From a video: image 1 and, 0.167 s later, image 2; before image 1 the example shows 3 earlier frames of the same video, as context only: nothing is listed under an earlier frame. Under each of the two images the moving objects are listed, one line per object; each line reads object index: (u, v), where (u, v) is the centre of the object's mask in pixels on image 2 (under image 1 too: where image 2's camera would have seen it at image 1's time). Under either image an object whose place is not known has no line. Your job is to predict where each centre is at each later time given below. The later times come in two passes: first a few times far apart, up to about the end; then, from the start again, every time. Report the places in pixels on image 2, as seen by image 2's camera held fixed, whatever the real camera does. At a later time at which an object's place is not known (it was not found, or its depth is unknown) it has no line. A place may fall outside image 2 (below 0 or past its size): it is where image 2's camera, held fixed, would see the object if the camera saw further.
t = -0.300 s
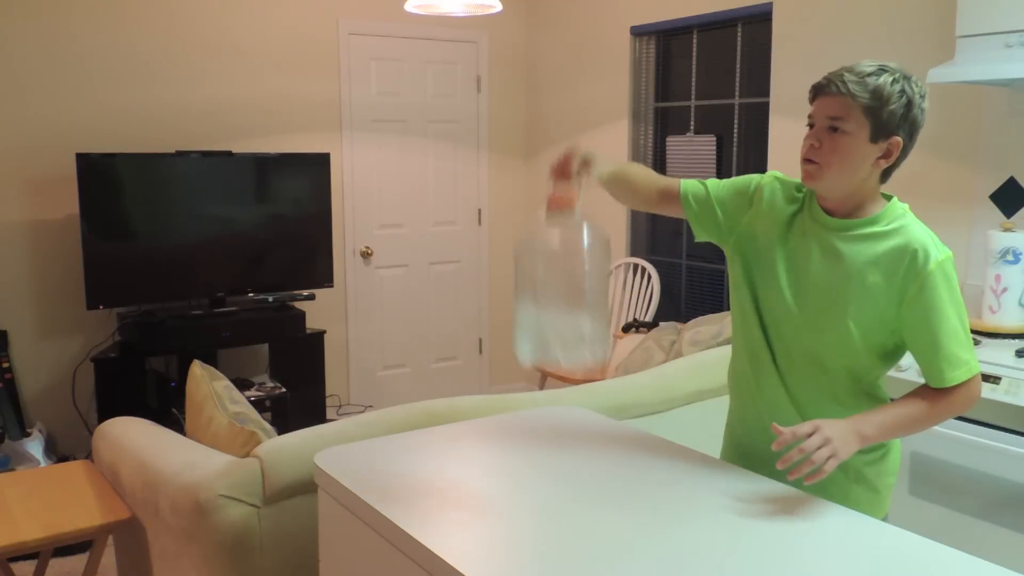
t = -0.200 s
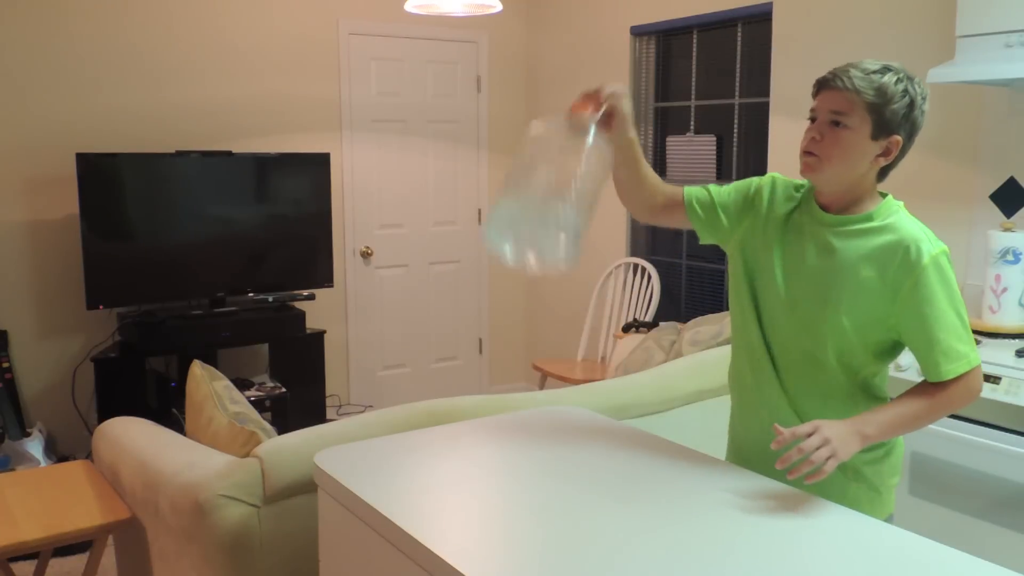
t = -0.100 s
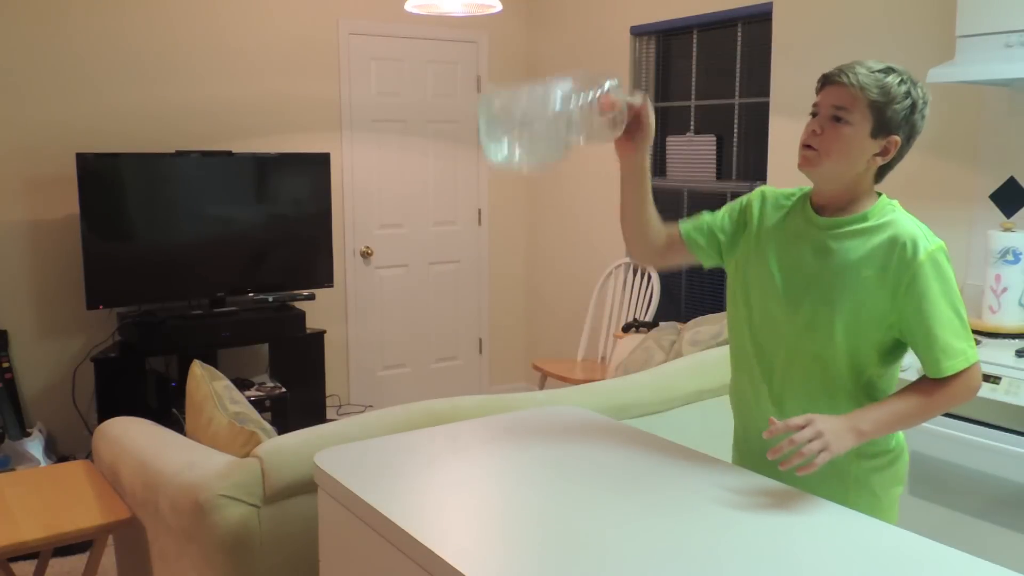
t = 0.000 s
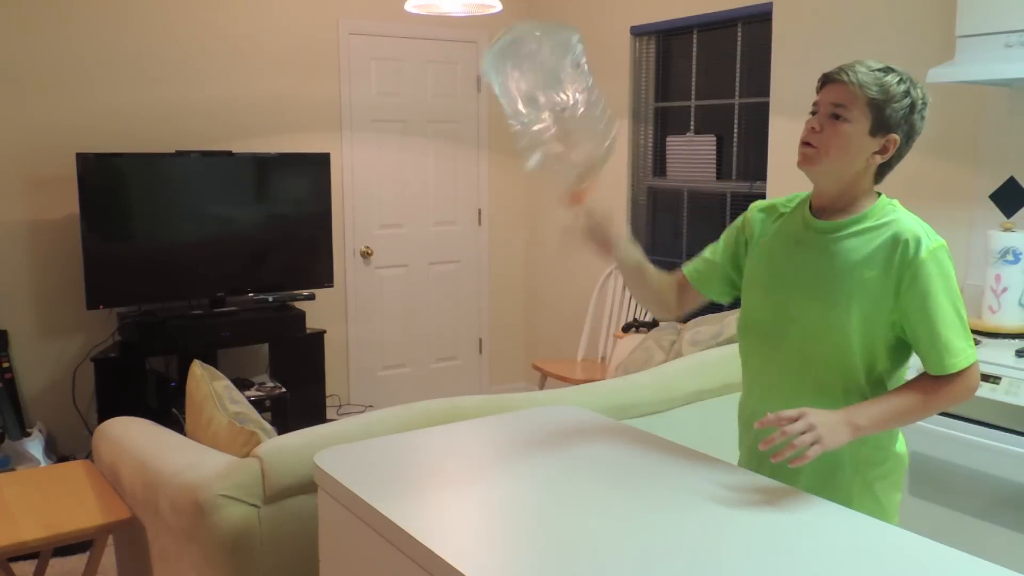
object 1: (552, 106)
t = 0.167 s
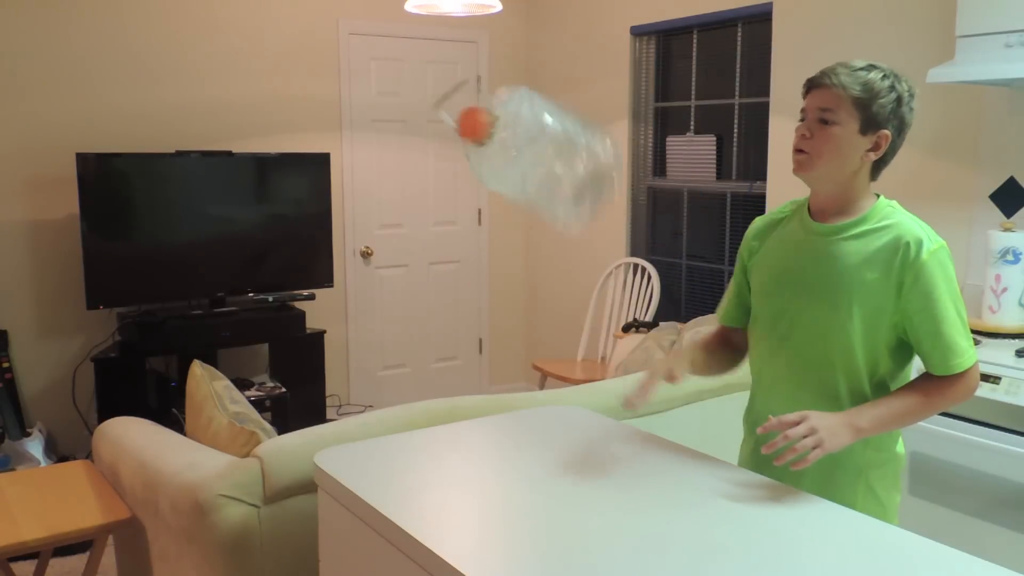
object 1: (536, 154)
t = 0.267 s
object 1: (553, 284)
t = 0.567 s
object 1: (580, 416)
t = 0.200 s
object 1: (540, 182)
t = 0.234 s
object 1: (547, 229)
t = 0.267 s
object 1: (553, 284)
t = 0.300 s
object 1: (553, 330)
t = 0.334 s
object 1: (557, 398)
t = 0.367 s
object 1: (569, 411)
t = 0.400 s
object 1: (571, 414)
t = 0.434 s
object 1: (573, 414)
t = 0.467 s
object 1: (575, 417)
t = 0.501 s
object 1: (577, 416)
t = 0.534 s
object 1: (579, 416)
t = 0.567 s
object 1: (580, 416)
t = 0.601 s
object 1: (580, 416)
